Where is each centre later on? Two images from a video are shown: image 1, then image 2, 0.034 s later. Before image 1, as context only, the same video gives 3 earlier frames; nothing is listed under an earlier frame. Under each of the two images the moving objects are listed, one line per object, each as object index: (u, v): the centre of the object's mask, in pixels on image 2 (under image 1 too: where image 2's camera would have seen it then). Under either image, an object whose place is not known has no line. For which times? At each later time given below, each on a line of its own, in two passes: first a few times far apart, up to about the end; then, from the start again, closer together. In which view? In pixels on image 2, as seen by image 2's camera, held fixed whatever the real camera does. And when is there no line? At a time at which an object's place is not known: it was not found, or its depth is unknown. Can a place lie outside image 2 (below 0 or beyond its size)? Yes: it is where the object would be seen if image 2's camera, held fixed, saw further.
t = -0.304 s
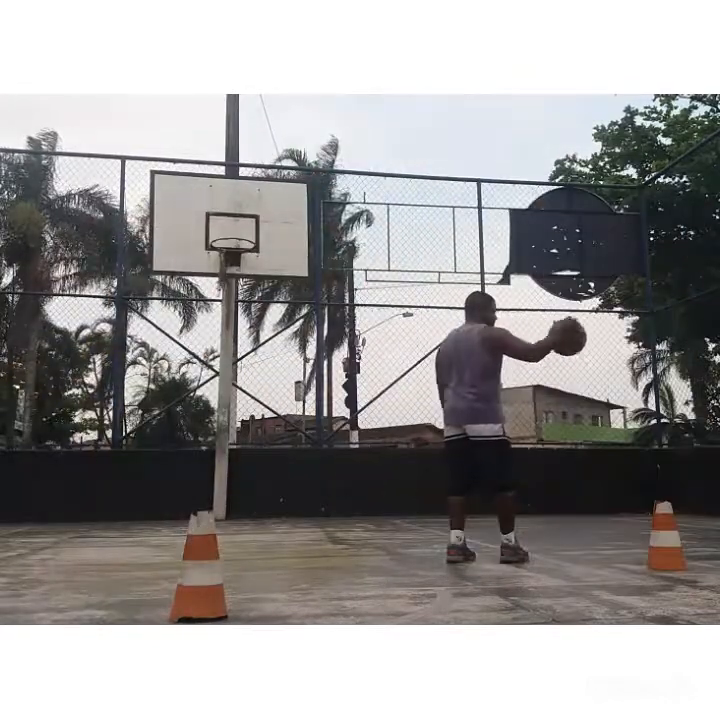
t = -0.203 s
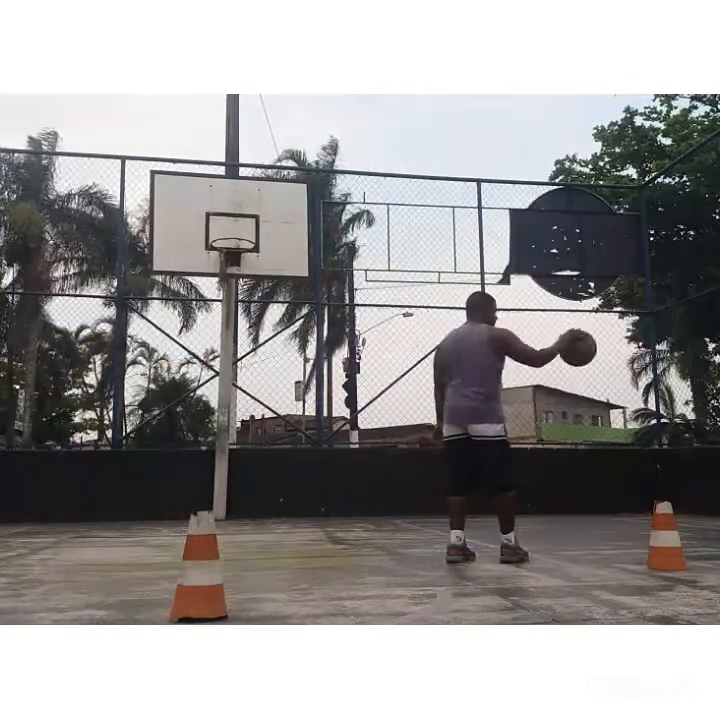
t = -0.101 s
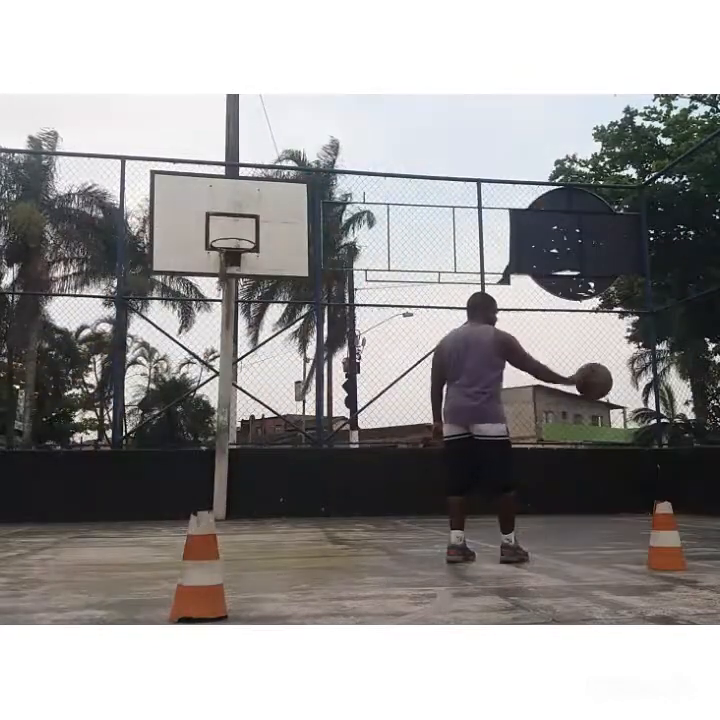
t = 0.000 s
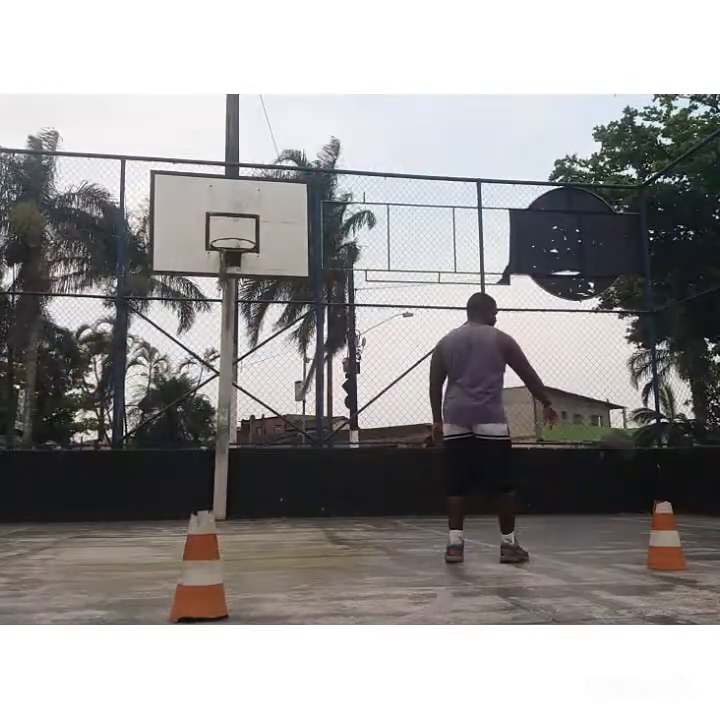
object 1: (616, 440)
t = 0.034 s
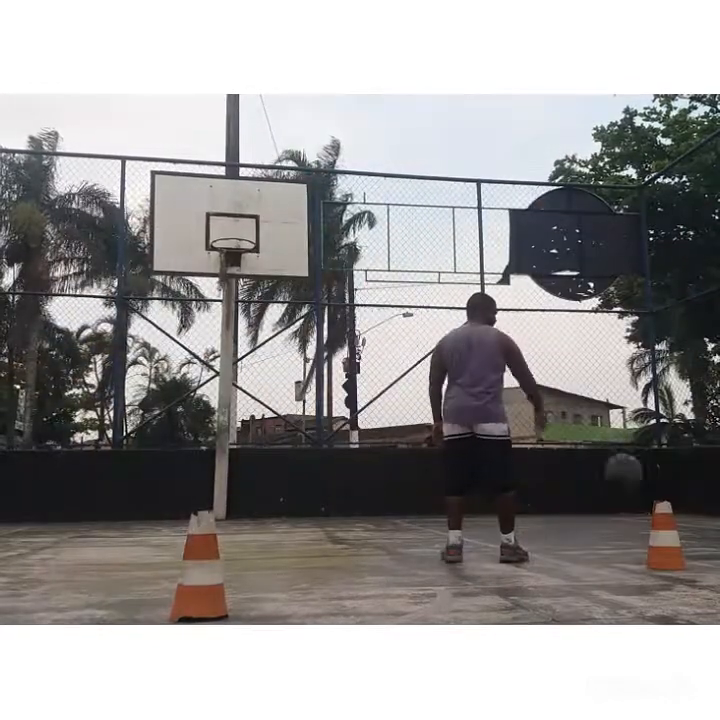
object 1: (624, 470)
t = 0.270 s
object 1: (644, 439)
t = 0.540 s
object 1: (645, 366)
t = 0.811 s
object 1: (656, 380)
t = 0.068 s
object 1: (631, 498)
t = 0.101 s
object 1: (636, 525)
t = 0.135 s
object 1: (638, 522)
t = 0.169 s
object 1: (639, 500)
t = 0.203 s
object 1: (641, 479)
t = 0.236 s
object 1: (642, 462)
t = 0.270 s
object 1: (644, 439)
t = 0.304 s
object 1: (641, 429)
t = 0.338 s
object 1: (642, 416)
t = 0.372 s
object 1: (642, 403)
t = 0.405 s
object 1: (642, 392)
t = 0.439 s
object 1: (642, 384)
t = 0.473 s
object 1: (644, 376)
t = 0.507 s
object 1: (645, 369)
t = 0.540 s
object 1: (645, 366)
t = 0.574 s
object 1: (648, 362)
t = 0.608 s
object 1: (648, 361)
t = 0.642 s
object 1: (648, 360)
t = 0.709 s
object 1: (651, 363)
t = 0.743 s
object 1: (653, 367)
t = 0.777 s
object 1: (655, 372)
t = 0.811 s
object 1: (656, 380)
